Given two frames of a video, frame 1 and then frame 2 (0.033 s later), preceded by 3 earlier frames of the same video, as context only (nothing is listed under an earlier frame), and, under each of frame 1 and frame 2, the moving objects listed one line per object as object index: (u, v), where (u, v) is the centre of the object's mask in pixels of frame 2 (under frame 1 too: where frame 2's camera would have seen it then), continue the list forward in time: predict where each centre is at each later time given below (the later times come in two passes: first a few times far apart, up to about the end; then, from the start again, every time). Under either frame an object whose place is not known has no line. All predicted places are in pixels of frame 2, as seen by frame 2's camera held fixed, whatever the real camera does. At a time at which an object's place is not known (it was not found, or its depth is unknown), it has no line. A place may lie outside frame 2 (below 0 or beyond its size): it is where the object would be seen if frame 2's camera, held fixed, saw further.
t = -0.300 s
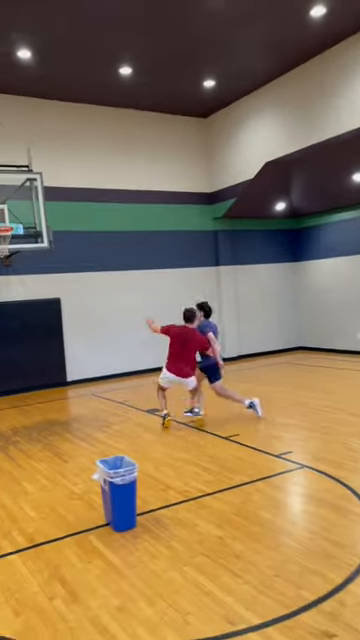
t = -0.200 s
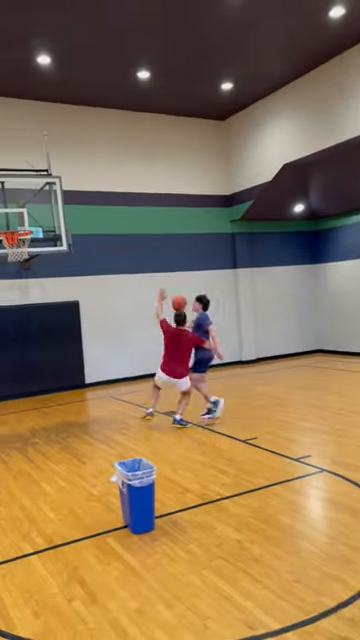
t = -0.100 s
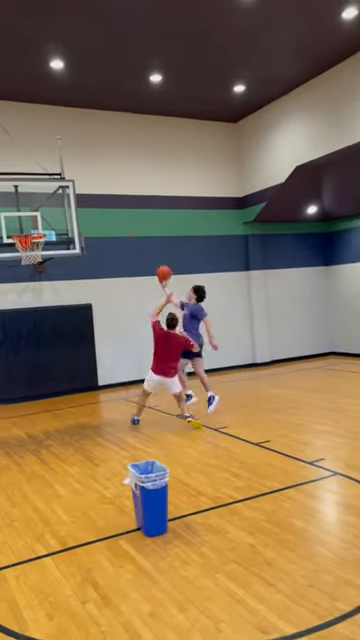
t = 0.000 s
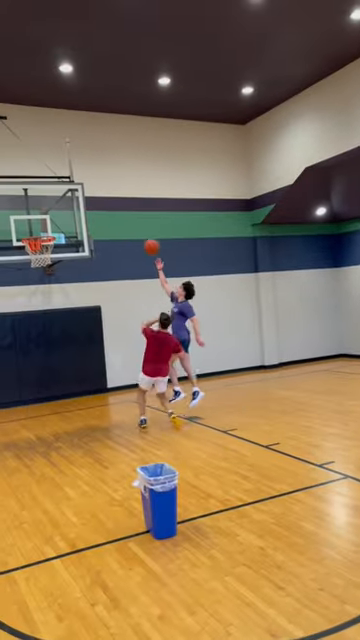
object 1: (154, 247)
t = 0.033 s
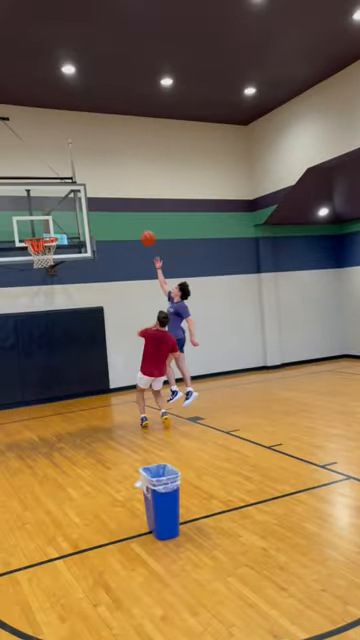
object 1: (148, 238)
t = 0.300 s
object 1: (102, 191)
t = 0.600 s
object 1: (56, 191)
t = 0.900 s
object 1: (36, 217)
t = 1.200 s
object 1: (49, 248)
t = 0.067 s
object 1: (142, 230)
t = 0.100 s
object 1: (136, 222)
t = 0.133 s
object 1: (130, 215)
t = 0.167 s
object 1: (125, 209)
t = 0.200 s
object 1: (119, 204)
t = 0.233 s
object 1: (114, 199)
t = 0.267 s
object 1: (108, 195)
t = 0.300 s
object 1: (102, 191)
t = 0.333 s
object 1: (97, 188)
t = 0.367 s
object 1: (92, 186)
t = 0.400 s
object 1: (86, 185)
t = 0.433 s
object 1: (81, 184)
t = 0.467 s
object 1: (76, 184)
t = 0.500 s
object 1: (71, 185)
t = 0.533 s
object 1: (66, 186)
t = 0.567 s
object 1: (61, 188)
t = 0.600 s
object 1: (56, 191)
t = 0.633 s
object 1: (51, 195)
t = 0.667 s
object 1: (48, 196)
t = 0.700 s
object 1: (47, 197)
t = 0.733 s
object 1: (45, 198)
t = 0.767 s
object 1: (43, 201)
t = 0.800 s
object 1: (41, 204)
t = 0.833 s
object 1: (40, 208)
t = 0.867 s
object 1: (38, 212)
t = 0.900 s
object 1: (36, 217)
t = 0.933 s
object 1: (34, 224)
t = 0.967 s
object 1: (33, 231)
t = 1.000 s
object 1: (31, 234)
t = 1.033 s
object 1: (37, 234)
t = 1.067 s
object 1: (42, 237)
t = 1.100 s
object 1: (48, 239)
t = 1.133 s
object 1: (49, 240)
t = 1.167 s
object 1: (49, 242)
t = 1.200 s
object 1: (49, 248)
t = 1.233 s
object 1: (49, 251)
